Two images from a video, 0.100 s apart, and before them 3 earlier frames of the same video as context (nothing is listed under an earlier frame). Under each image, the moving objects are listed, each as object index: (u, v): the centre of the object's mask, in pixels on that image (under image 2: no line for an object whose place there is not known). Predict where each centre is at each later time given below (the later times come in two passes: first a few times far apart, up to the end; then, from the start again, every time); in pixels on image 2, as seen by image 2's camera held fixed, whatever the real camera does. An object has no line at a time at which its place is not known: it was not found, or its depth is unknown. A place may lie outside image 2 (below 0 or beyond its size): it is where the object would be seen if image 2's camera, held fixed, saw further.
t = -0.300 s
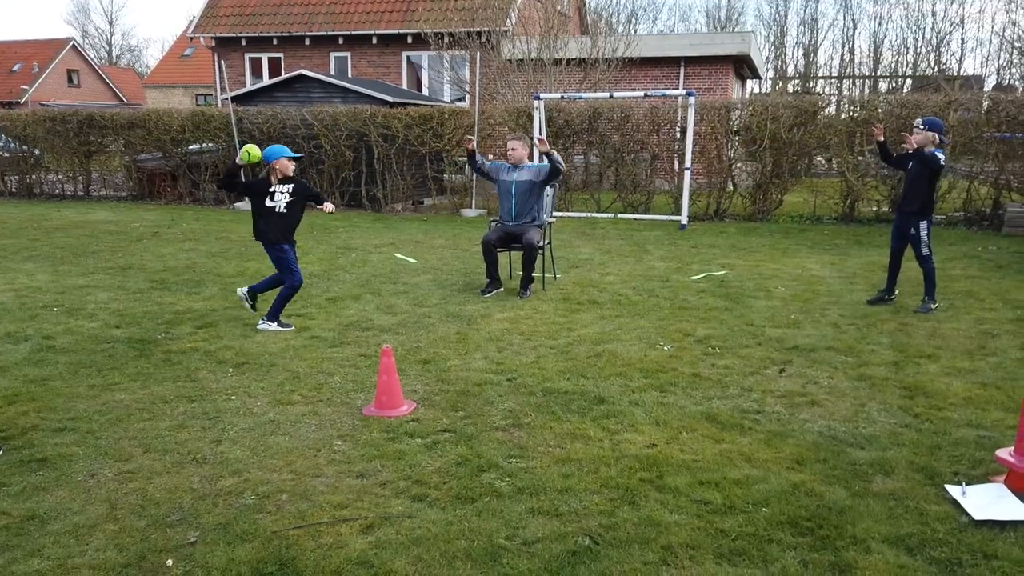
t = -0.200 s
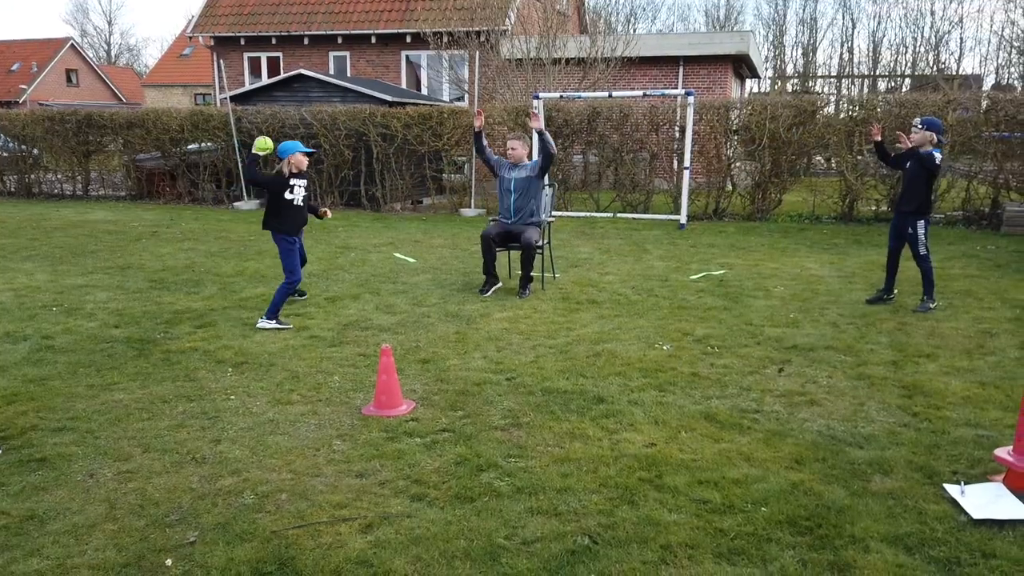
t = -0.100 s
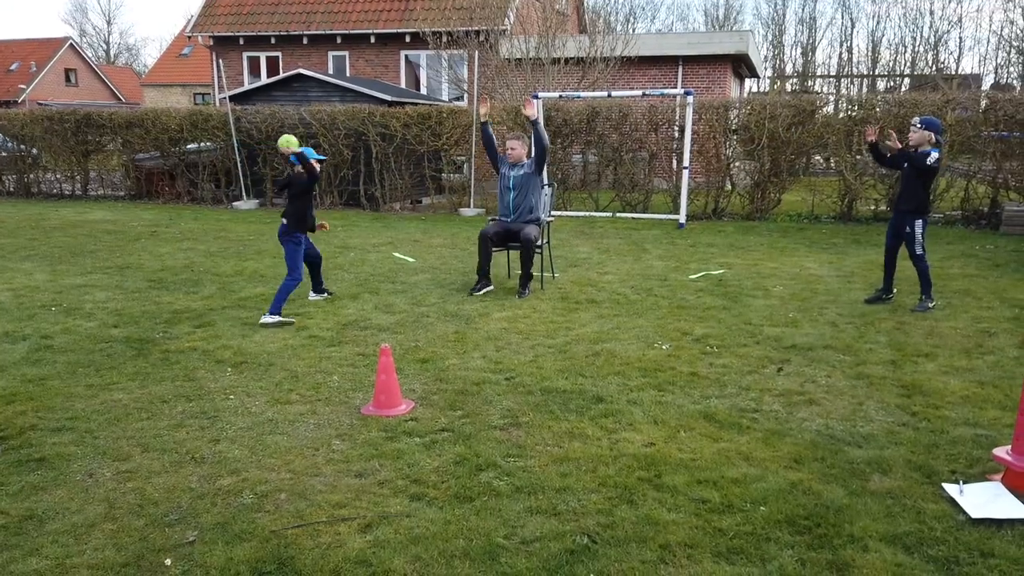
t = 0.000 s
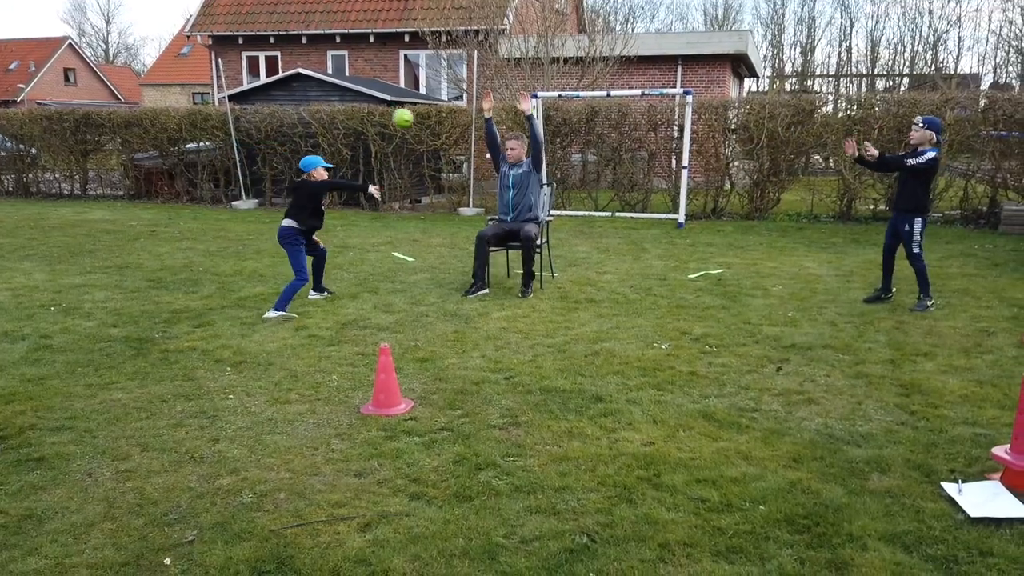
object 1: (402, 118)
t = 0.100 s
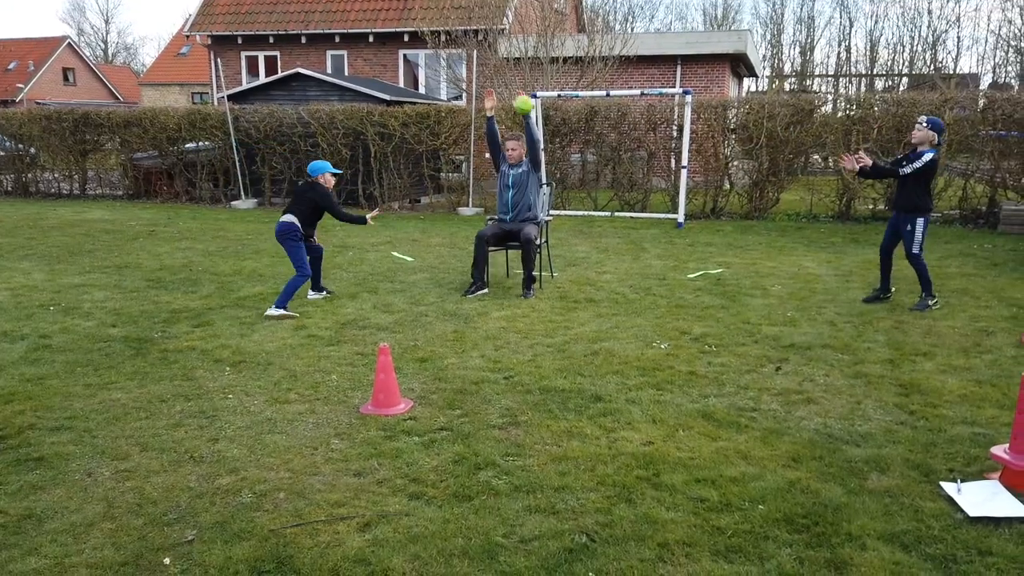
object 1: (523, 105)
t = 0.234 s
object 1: (677, 106)
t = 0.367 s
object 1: (821, 129)
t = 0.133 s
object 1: (563, 103)
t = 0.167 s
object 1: (601, 103)
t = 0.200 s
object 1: (640, 103)
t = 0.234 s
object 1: (677, 106)
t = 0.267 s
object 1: (715, 109)
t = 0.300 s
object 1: (751, 114)
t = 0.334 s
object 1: (786, 120)
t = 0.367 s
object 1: (821, 129)
